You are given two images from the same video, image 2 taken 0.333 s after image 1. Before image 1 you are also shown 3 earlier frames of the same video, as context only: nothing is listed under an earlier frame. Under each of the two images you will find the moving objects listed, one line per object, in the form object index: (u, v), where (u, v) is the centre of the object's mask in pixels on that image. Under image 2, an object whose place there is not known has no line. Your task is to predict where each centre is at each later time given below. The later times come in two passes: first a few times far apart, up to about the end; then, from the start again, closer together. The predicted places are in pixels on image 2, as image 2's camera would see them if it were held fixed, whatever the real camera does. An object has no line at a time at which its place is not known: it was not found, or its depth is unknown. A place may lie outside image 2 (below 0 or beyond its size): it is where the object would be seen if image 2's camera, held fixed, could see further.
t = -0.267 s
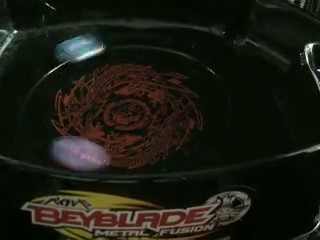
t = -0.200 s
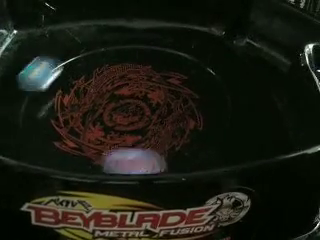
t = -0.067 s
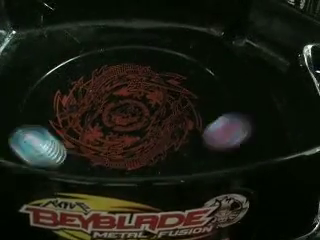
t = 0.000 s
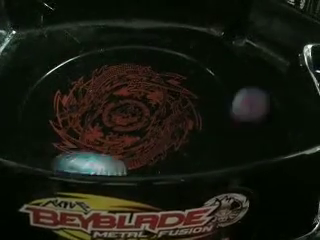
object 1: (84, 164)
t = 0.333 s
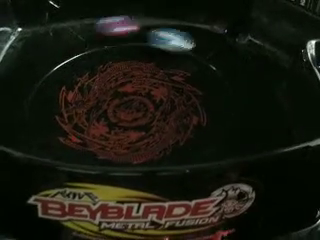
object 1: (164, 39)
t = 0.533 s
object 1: (41, 70)
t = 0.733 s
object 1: (76, 159)
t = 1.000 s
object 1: (238, 118)
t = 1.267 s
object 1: (158, 38)
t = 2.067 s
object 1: (192, 47)
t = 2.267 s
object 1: (72, 50)
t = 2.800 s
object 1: (230, 92)
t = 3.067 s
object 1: (110, 38)
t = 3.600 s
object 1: (220, 123)
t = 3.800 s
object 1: (191, 47)
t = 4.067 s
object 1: (45, 68)
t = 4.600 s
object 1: (224, 78)
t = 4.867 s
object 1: (106, 41)
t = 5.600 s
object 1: (206, 67)
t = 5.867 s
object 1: (75, 49)
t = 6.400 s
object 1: (211, 124)
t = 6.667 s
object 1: (156, 46)
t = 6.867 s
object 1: (60, 57)
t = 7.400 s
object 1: (211, 121)
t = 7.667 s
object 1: (160, 45)
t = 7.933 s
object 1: (40, 74)
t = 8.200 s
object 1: (95, 154)
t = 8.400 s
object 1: (206, 133)
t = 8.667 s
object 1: (180, 52)
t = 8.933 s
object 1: (57, 63)
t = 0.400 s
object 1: (118, 36)
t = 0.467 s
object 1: (76, 47)
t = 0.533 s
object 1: (41, 70)
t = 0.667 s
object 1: (32, 140)
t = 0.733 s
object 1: (76, 159)
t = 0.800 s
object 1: (129, 162)
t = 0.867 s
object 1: (180, 156)
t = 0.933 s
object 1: (218, 143)
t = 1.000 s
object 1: (238, 118)
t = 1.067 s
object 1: (239, 91)
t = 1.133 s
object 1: (225, 68)
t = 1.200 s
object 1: (195, 50)
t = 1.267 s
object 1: (158, 38)
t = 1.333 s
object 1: (116, 37)
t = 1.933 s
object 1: (227, 91)
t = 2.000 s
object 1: (216, 66)
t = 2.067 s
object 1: (192, 47)
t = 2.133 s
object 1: (155, 37)
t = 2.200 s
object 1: (113, 38)
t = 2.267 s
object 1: (72, 50)
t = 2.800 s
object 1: (230, 92)
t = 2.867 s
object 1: (218, 65)
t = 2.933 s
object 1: (190, 46)
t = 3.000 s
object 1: (152, 37)
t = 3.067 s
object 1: (110, 38)
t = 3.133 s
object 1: (70, 51)
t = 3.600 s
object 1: (220, 123)
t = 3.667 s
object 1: (230, 92)
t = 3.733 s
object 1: (218, 66)
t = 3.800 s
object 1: (191, 47)
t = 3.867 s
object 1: (158, 37)
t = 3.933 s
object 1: (118, 38)
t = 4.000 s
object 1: (78, 48)
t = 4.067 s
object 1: (45, 68)
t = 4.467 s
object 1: (212, 131)
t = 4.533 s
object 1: (228, 103)
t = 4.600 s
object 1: (224, 78)
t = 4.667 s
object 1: (206, 58)
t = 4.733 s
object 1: (177, 45)
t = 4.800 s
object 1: (142, 39)
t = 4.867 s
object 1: (106, 41)
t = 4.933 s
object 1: (71, 50)
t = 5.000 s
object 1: (43, 71)
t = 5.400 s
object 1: (205, 137)
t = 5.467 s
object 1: (222, 113)
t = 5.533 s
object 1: (222, 88)
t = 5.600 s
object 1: (206, 67)
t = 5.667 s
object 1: (177, 52)
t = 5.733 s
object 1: (144, 44)
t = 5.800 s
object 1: (109, 43)
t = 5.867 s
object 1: (75, 49)
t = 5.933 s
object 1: (47, 67)
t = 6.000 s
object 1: (29, 92)
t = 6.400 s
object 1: (211, 124)
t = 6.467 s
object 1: (218, 99)
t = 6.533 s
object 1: (209, 75)
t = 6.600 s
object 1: (186, 57)
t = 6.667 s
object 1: (156, 46)
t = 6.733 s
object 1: (124, 41)
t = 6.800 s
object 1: (90, 44)
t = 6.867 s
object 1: (60, 57)
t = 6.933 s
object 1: (36, 78)
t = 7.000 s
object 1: (27, 107)
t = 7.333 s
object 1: (187, 143)
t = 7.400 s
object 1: (211, 121)
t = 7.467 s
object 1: (218, 97)
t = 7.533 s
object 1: (209, 74)
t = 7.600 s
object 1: (188, 56)
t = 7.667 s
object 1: (160, 45)
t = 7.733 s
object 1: (124, 40)
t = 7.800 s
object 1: (95, 43)
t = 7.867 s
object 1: (65, 53)
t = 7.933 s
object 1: (40, 74)
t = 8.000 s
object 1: (28, 99)
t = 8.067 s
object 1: (32, 127)
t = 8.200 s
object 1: (95, 154)
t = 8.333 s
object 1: (177, 149)
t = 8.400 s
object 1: (206, 133)
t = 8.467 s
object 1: (220, 110)
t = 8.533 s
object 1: (220, 86)
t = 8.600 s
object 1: (206, 67)
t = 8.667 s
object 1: (180, 52)
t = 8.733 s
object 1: (150, 45)
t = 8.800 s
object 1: (117, 44)
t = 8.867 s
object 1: (87, 51)
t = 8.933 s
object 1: (57, 63)
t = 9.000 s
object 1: (35, 79)
